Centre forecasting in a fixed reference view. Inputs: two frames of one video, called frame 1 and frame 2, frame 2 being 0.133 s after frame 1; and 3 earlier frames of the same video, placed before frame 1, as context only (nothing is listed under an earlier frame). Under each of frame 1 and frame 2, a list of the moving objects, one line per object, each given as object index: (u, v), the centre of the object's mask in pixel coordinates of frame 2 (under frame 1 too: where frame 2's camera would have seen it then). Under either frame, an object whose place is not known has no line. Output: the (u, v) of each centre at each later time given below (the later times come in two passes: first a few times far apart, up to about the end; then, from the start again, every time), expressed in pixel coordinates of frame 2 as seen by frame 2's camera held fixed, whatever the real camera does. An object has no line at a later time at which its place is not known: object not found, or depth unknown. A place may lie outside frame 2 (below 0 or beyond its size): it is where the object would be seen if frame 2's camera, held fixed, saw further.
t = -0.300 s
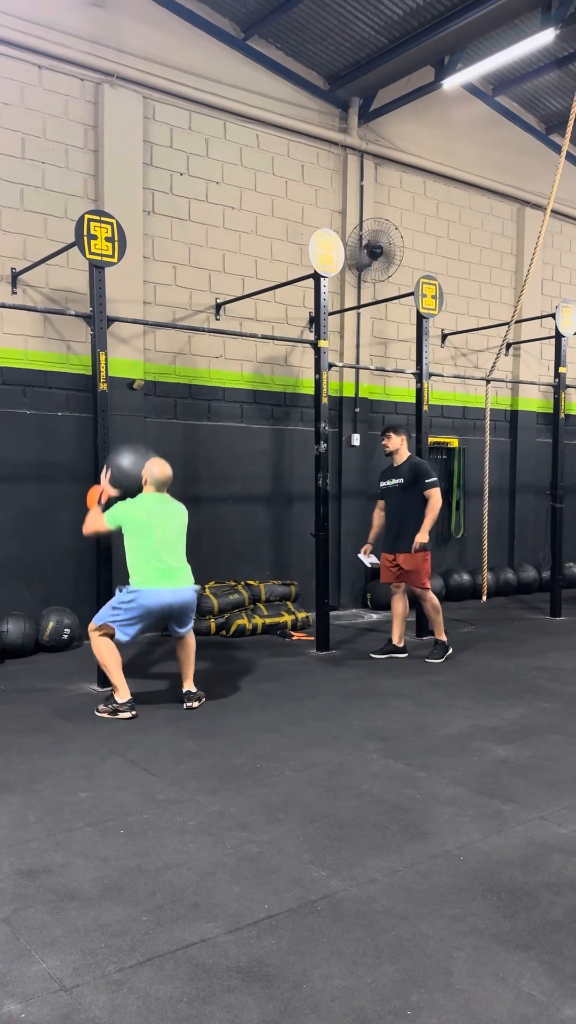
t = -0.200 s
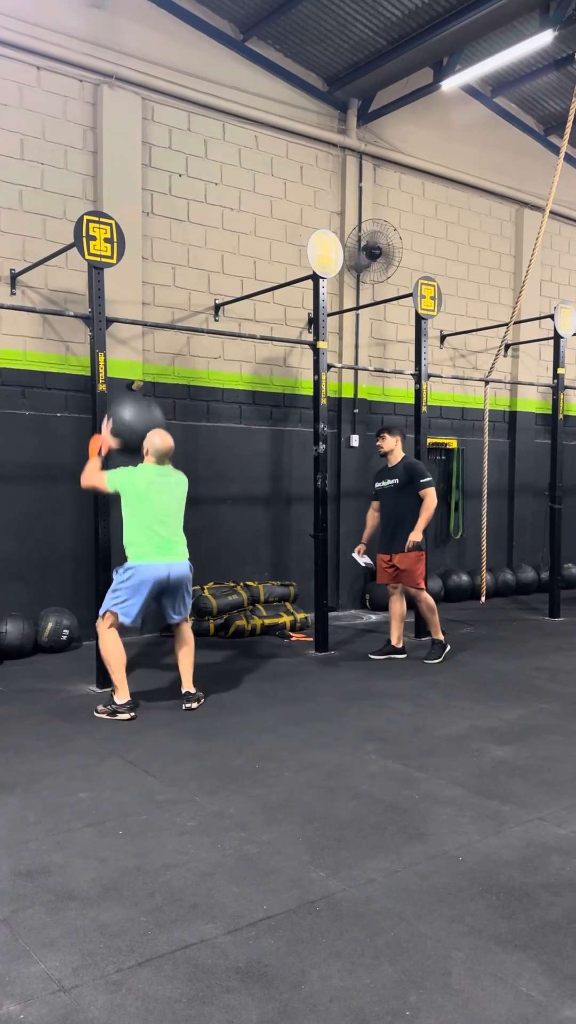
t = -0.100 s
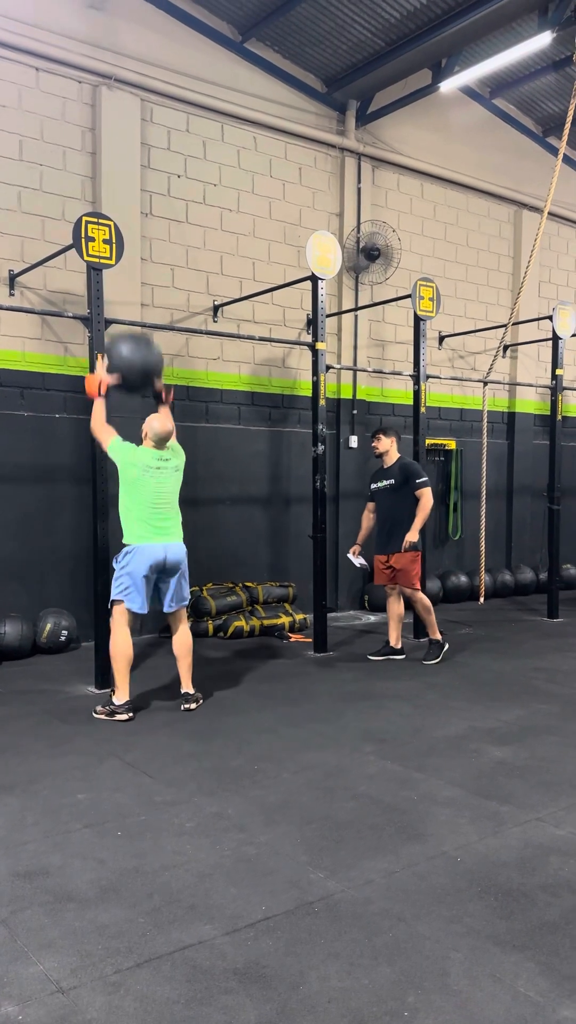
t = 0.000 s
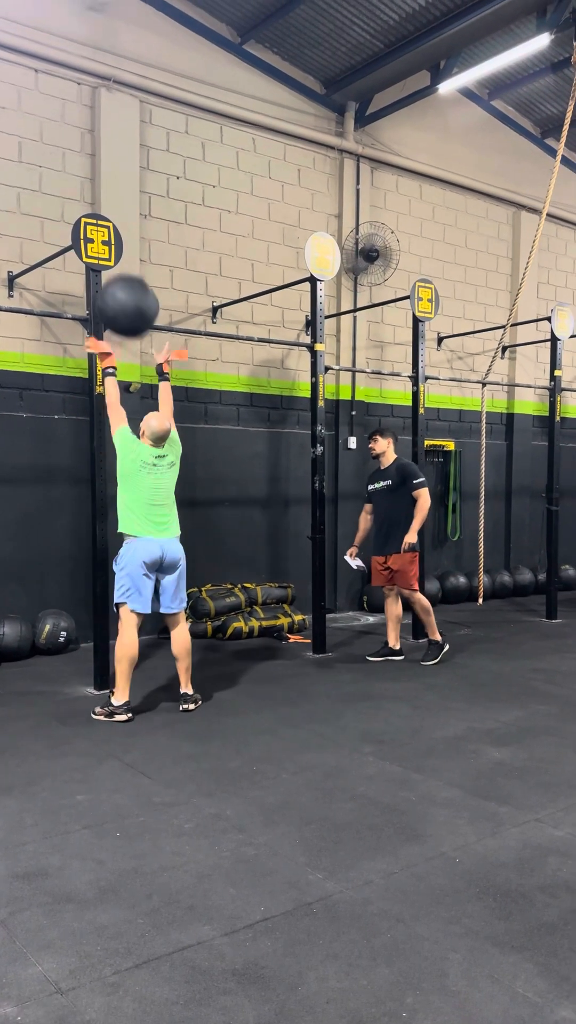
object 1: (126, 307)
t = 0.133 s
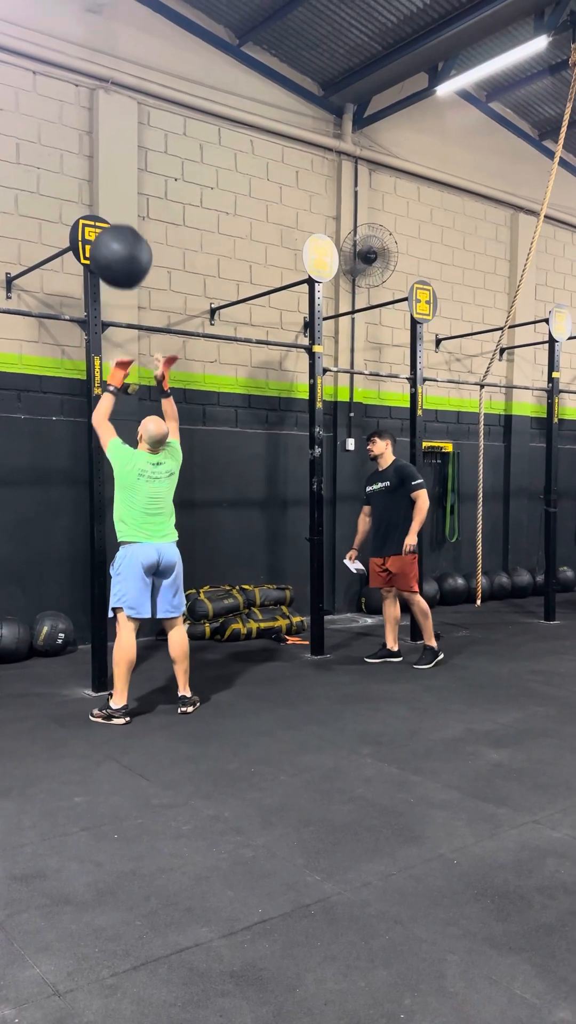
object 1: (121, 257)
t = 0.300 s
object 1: (115, 234)
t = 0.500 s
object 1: (114, 257)
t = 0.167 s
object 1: (120, 248)
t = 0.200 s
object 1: (118, 242)
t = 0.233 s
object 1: (117, 238)
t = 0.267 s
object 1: (116, 235)
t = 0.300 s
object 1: (115, 234)
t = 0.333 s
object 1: (114, 235)
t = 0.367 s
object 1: (113, 236)
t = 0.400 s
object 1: (113, 239)
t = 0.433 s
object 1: (113, 243)
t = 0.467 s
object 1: (114, 249)
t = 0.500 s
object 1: (114, 257)
